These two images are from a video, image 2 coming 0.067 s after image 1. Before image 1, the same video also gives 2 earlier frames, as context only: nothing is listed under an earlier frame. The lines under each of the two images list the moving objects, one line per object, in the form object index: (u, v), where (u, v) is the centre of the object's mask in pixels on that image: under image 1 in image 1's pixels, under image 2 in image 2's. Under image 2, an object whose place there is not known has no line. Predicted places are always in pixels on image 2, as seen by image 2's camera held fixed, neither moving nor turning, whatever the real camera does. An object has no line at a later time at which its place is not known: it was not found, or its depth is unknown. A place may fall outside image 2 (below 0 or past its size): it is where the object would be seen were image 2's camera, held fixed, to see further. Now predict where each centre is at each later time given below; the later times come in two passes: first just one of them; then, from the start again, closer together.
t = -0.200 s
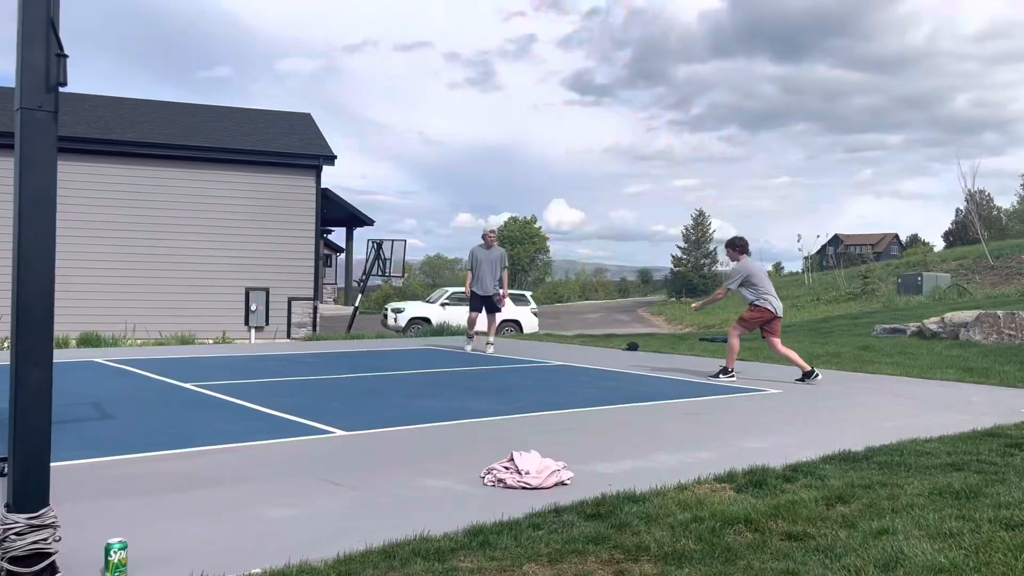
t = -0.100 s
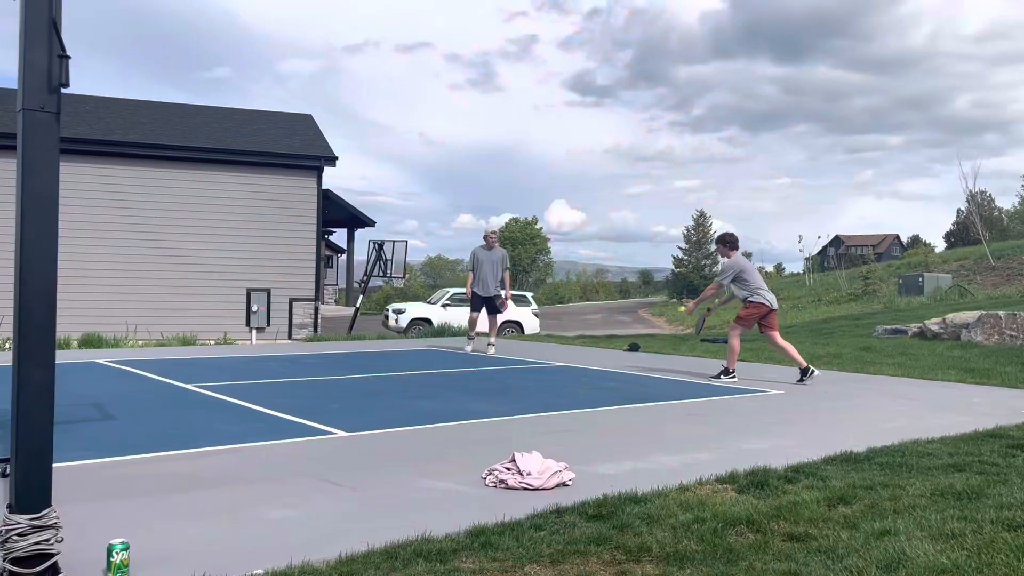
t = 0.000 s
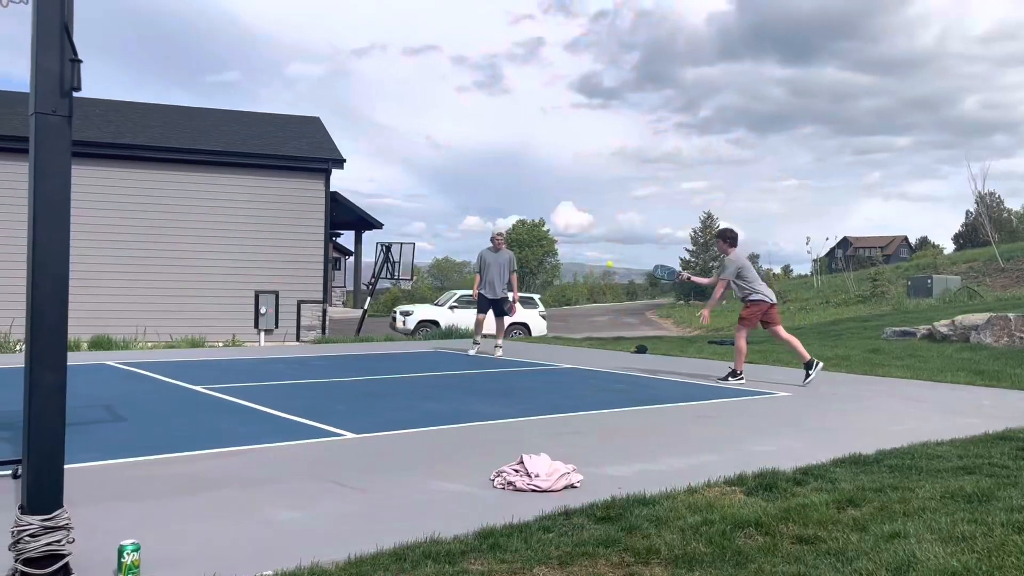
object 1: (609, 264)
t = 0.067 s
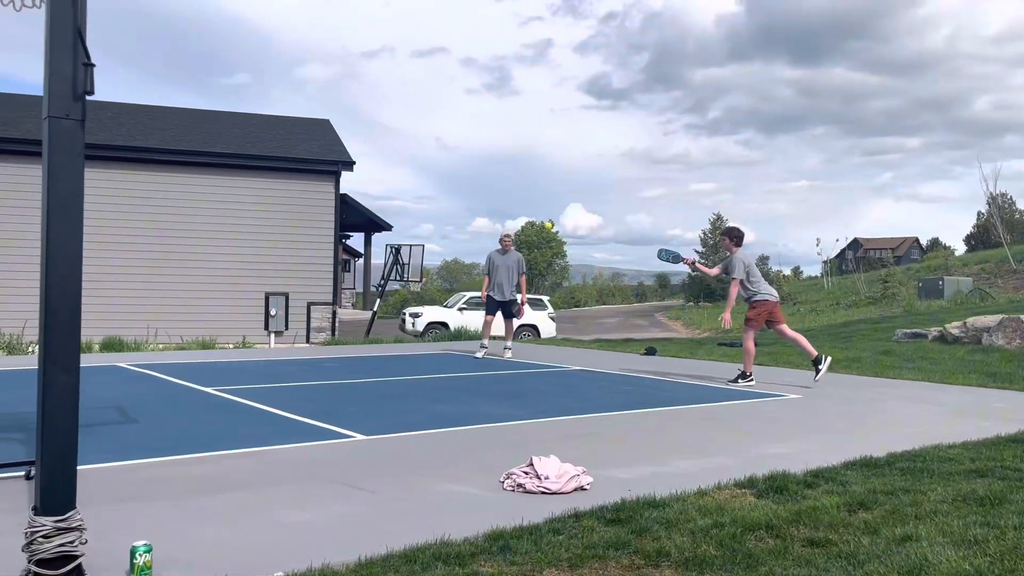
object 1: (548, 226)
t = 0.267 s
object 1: (331, 126)
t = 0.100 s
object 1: (513, 207)
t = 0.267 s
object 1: (331, 126)
